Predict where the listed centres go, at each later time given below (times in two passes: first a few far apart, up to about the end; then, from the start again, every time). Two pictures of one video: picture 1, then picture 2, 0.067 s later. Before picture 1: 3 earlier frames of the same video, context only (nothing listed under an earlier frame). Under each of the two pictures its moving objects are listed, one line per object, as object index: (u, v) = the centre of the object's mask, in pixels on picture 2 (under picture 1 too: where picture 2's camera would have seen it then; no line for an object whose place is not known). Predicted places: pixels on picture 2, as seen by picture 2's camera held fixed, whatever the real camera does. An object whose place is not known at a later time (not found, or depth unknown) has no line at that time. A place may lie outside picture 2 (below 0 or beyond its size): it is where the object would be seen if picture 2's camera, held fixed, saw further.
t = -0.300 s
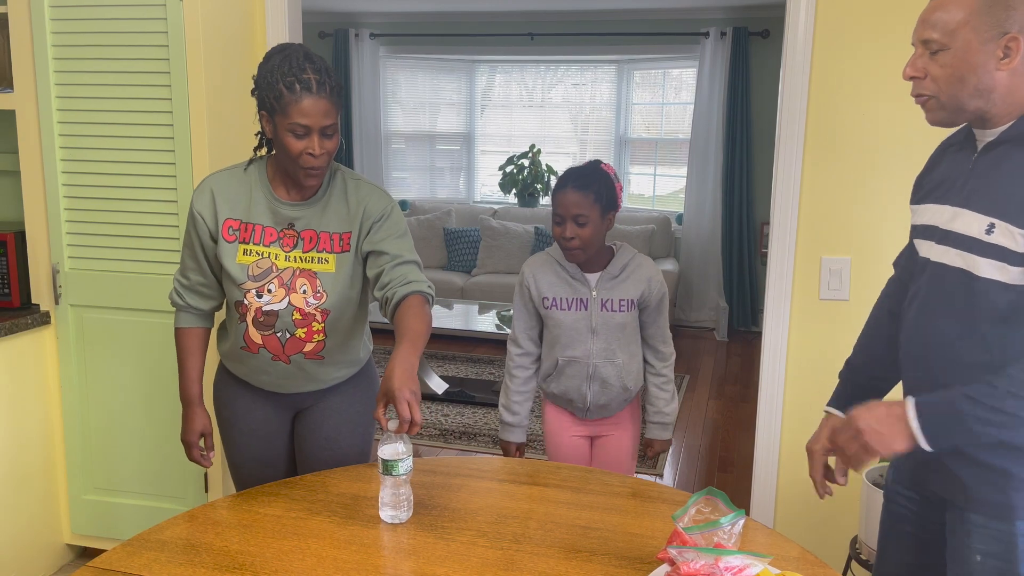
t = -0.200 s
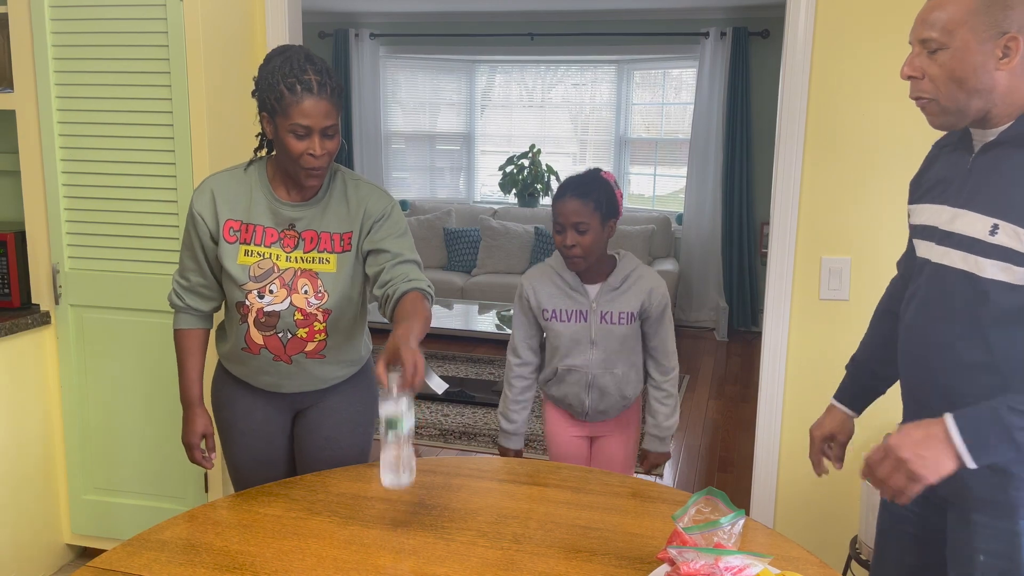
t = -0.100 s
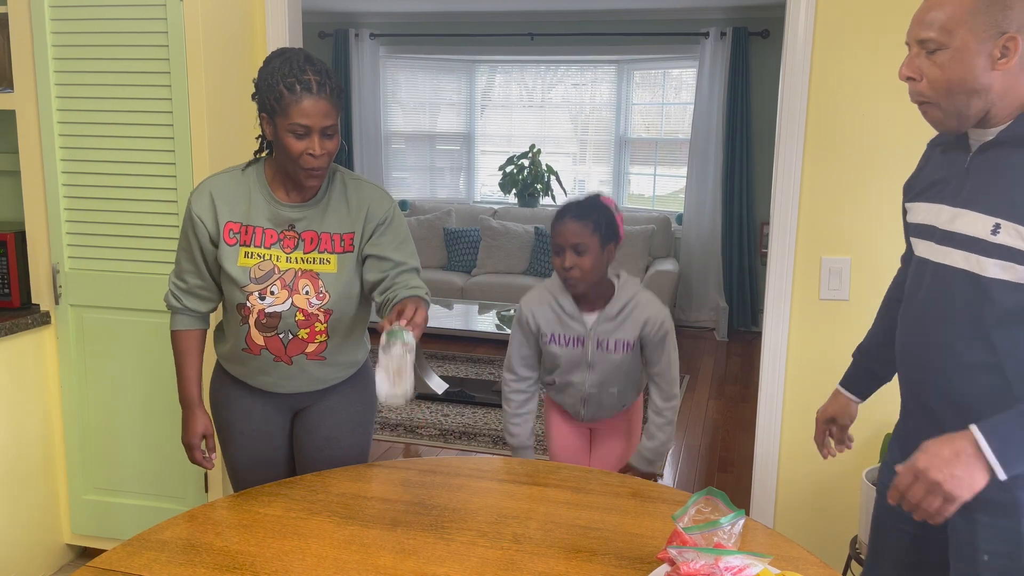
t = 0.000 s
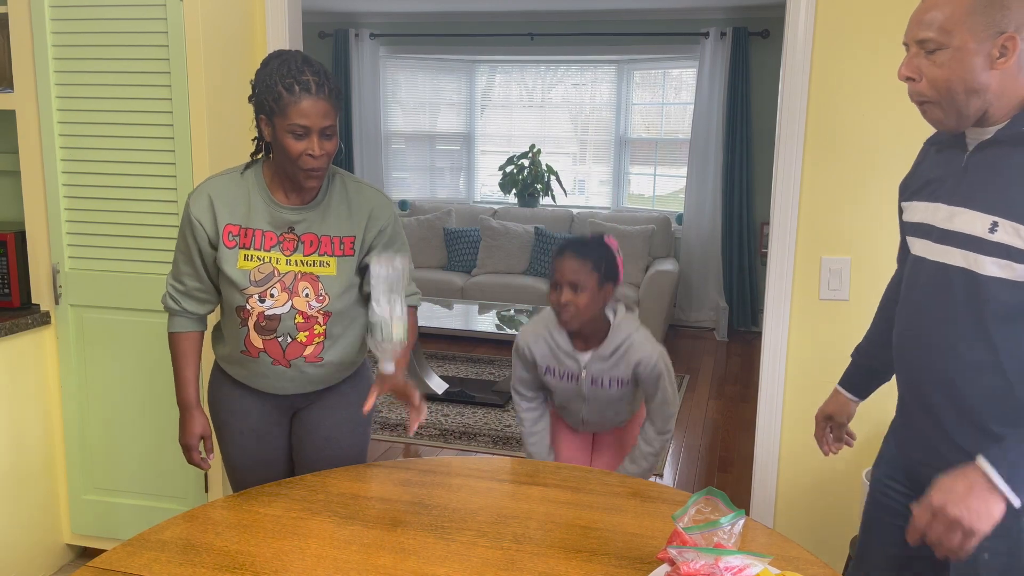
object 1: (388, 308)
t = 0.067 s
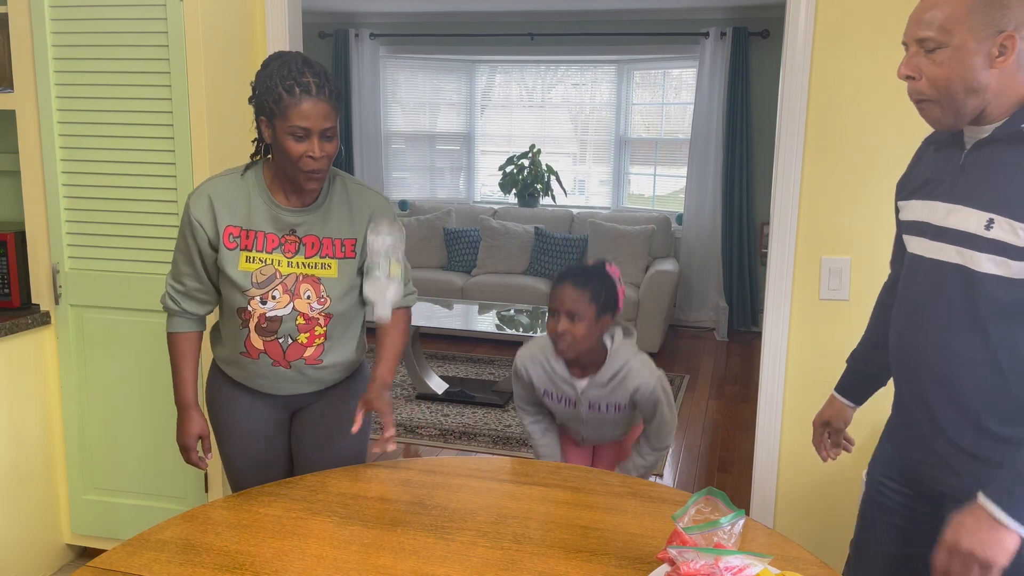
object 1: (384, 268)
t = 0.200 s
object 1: (379, 263)
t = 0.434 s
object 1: (372, 495)
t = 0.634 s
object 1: (368, 491)
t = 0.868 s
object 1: (367, 491)
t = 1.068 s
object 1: (367, 491)
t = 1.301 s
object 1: (367, 491)
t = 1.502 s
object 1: (367, 491)
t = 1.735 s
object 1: (367, 491)
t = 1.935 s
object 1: (367, 491)
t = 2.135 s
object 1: (367, 491)
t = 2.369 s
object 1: (367, 491)
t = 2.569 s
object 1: (367, 491)
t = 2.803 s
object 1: (367, 491)
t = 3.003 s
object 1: (367, 491)
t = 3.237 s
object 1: (367, 492)
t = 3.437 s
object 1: (367, 491)
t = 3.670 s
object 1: (367, 492)
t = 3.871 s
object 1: (367, 492)
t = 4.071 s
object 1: (367, 492)
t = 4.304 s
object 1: (367, 492)
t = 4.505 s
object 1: (367, 491)
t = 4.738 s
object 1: (367, 491)
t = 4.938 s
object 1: (367, 491)
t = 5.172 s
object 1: (367, 491)
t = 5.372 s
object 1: (367, 491)
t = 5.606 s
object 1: (367, 491)
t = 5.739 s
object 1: (367, 491)
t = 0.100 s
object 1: (383, 256)
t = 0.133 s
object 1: (382, 251)
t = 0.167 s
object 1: (381, 254)
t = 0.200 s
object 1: (379, 263)
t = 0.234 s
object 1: (378, 280)
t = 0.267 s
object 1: (377, 303)
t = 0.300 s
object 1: (376, 331)
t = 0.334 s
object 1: (375, 364)
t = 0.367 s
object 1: (374, 405)
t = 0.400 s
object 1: (373, 449)
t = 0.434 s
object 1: (372, 495)
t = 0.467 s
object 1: (370, 498)
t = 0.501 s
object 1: (370, 494)
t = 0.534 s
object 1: (369, 494)
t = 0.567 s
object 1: (368, 493)
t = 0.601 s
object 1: (367, 493)
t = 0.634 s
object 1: (368, 491)
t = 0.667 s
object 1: (367, 492)
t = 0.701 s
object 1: (367, 491)
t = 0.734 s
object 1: (367, 491)
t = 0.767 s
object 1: (367, 491)
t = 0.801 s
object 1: (367, 491)
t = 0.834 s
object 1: (367, 491)
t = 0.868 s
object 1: (367, 491)
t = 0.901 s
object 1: (367, 491)
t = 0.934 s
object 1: (367, 491)
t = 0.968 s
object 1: (367, 491)
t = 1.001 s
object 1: (367, 491)
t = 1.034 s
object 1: (367, 491)
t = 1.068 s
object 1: (367, 491)
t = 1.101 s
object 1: (367, 491)
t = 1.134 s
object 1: (367, 491)
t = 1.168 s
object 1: (367, 491)
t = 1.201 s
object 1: (367, 491)
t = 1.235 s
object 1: (367, 492)
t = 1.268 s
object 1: (367, 491)
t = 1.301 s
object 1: (367, 491)
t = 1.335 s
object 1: (367, 491)
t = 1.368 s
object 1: (367, 491)
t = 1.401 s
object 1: (367, 491)
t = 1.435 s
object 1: (367, 491)
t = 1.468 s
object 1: (367, 491)
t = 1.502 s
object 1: (367, 491)
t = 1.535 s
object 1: (367, 491)
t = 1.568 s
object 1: (367, 491)
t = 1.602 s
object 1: (367, 491)
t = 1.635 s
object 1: (367, 491)
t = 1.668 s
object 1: (367, 491)
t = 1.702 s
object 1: (367, 491)
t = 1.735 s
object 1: (367, 491)
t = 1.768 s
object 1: (367, 491)
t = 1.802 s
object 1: (367, 491)
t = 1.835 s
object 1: (367, 492)
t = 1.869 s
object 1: (367, 491)
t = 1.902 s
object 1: (367, 492)
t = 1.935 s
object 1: (367, 491)
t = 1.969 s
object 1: (367, 491)
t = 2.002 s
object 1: (367, 491)
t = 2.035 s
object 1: (367, 491)
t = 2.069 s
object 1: (367, 491)
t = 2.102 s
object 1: (367, 491)
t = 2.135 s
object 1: (367, 491)
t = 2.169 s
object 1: (367, 491)
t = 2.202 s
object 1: (367, 491)
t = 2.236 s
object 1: (367, 491)
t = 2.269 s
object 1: (367, 491)
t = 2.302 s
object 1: (367, 491)
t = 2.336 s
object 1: (367, 491)
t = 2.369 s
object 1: (367, 491)
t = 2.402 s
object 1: (367, 491)
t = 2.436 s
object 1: (367, 491)
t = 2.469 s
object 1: (367, 491)
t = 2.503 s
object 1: (367, 491)
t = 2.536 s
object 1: (367, 491)
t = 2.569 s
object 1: (367, 491)
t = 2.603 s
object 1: (367, 491)
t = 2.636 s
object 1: (367, 491)
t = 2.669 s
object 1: (367, 491)
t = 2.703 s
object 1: (367, 491)
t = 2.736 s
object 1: (367, 491)
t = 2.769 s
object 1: (367, 491)
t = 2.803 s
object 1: (367, 491)
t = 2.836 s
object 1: (367, 491)
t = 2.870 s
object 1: (367, 491)
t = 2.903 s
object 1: (367, 491)
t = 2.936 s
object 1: (367, 491)
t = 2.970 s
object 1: (367, 491)
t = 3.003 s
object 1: (367, 491)
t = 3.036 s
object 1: (367, 492)
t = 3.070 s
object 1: (367, 492)
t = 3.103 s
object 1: (367, 492)
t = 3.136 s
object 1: (367, 491)
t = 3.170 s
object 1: (367, 492)
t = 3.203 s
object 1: (367, 491)
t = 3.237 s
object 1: (367, 492)
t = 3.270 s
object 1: (367, 491)
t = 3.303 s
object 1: (367, 491)
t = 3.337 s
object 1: (367, 491)
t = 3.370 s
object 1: (367, 491)
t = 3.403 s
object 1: (367, 491)
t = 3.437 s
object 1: (367, 491)
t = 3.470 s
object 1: (367, 491)
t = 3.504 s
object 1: (367, 491)
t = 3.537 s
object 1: (367, 491)
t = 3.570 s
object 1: (367, 491)
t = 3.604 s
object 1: (367, 492)
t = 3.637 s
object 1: (367, 492)
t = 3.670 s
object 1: (367, 492)
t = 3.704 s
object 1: (367, 491)
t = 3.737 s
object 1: (367, 492)
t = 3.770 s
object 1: (367, 491)
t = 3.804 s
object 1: (367, 492)
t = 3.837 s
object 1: (367, 492)
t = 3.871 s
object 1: (367, 492)
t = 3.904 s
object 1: (367, 492)
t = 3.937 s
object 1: (367, 492)
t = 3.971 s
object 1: (367, 492)
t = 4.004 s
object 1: (367, 492)
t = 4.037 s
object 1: (367, 492)
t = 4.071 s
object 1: (367, 492)
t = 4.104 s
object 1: (367, 492)
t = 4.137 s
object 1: (367, 492)
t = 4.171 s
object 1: (367, 492)
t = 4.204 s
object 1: (367, 492)
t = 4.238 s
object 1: (367, 491)
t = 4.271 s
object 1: (367, 491)
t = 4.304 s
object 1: (367, 492)
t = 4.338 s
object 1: (367, 492)
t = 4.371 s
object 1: (367, 491)
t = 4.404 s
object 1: (367, 491)
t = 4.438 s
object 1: (367, 491)
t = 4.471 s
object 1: (367, 491)
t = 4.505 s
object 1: (367, 491)
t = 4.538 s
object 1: (367, 491)
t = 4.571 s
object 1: (367, 491)
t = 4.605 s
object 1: (367, 491)
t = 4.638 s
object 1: (367, 491)
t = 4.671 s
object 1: (367, 491)
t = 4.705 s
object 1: (367, 491)
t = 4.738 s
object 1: (367, 491)
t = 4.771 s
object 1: (367, 491)
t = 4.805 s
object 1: (367, 491)
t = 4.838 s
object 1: (367, 491)
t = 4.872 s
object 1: (367, 491)
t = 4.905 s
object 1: (367, 491)
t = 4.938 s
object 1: (367, 491)
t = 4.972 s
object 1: (367, 491)
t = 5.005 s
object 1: (367, 491)
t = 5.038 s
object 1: (367, 491)
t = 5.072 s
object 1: (367, 491)
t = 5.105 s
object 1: (367, 491)
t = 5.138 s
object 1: (367, 491)
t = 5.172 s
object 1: (367, 491)
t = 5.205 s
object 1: (367, 491)
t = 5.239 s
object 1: (367, 491)
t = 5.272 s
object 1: (367, 491)
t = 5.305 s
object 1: (367, 491)
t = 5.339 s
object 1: (367, 491)
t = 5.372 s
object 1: (367, 491)
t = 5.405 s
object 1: (367, 491)
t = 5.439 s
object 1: (367, 491)
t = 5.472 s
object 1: (367, 491)
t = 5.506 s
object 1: (367, 491)
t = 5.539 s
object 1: (367, 491)
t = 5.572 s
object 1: (367, 491)
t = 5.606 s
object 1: (367, 491)
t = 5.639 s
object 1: (367, 491)
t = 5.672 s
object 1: (367, 491)
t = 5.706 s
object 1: (367, 491)
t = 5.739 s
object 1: (367, 491)
